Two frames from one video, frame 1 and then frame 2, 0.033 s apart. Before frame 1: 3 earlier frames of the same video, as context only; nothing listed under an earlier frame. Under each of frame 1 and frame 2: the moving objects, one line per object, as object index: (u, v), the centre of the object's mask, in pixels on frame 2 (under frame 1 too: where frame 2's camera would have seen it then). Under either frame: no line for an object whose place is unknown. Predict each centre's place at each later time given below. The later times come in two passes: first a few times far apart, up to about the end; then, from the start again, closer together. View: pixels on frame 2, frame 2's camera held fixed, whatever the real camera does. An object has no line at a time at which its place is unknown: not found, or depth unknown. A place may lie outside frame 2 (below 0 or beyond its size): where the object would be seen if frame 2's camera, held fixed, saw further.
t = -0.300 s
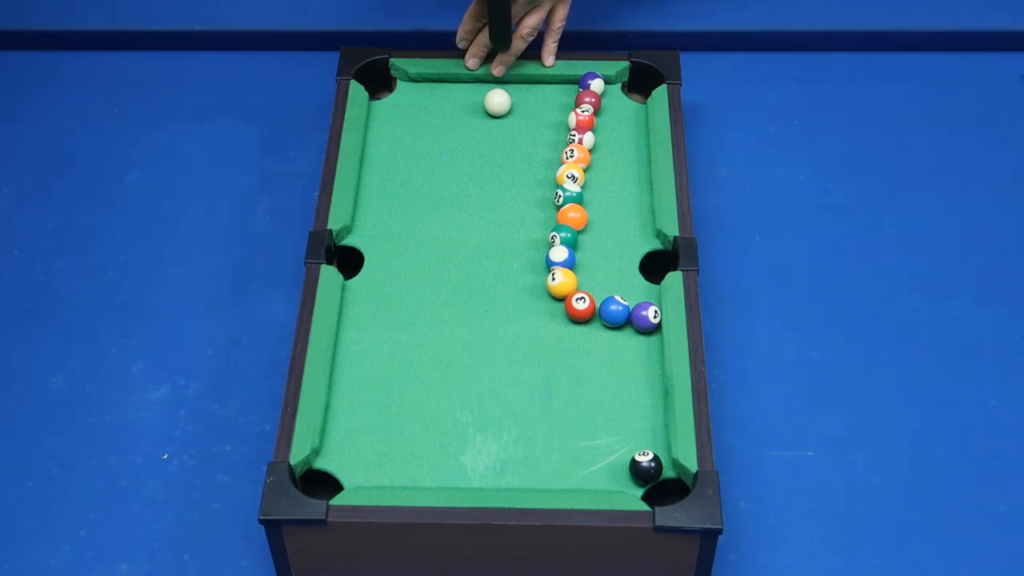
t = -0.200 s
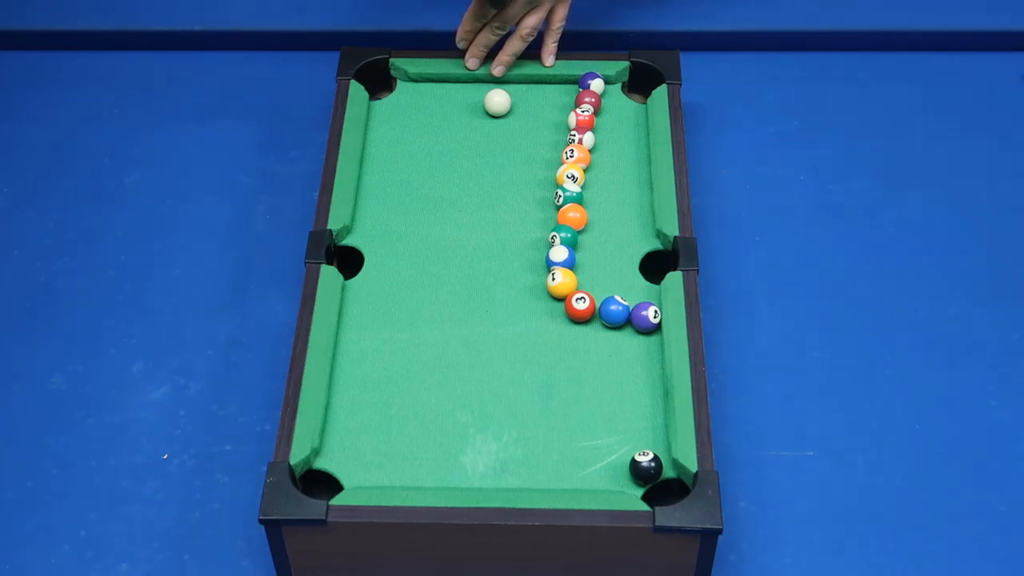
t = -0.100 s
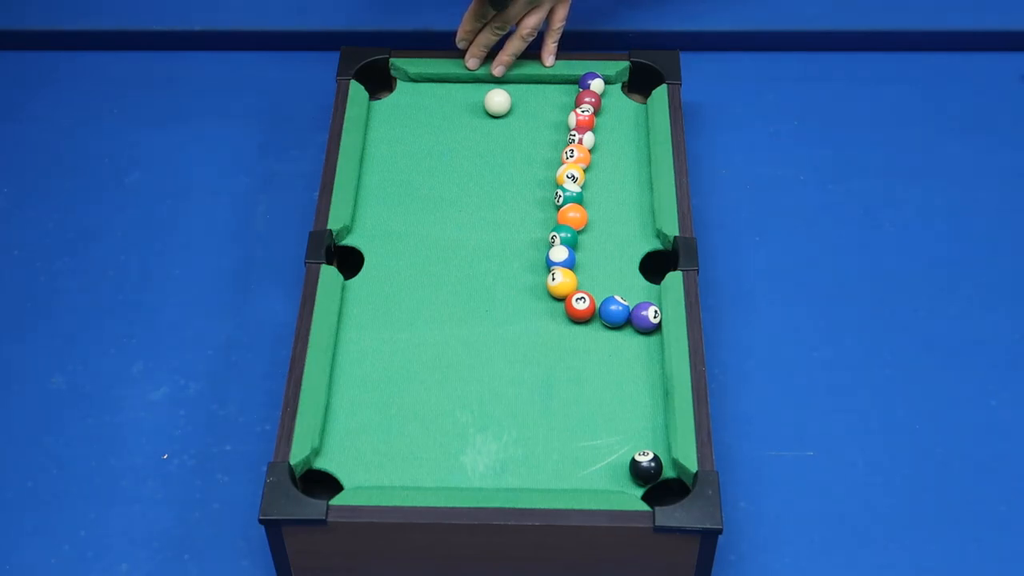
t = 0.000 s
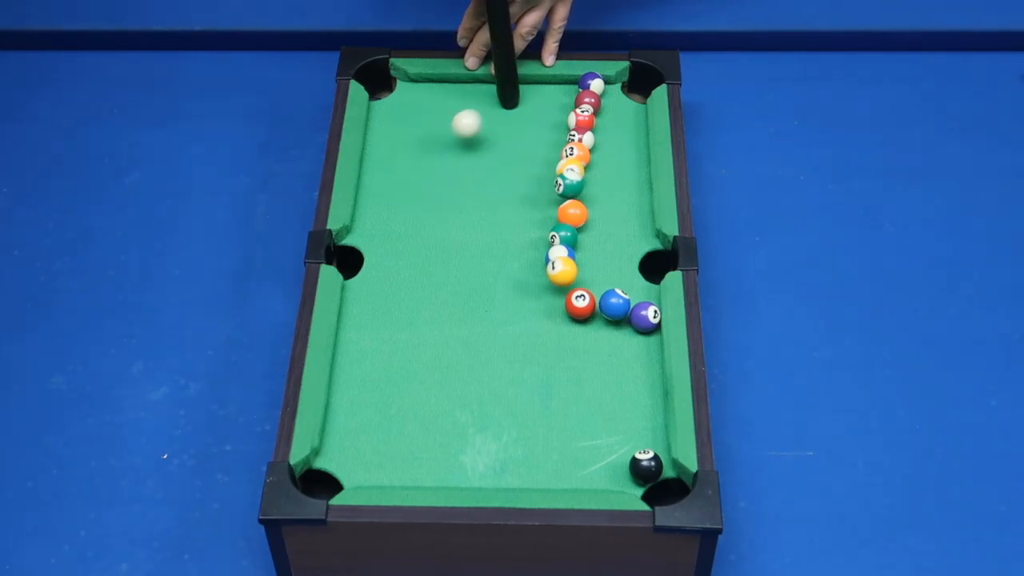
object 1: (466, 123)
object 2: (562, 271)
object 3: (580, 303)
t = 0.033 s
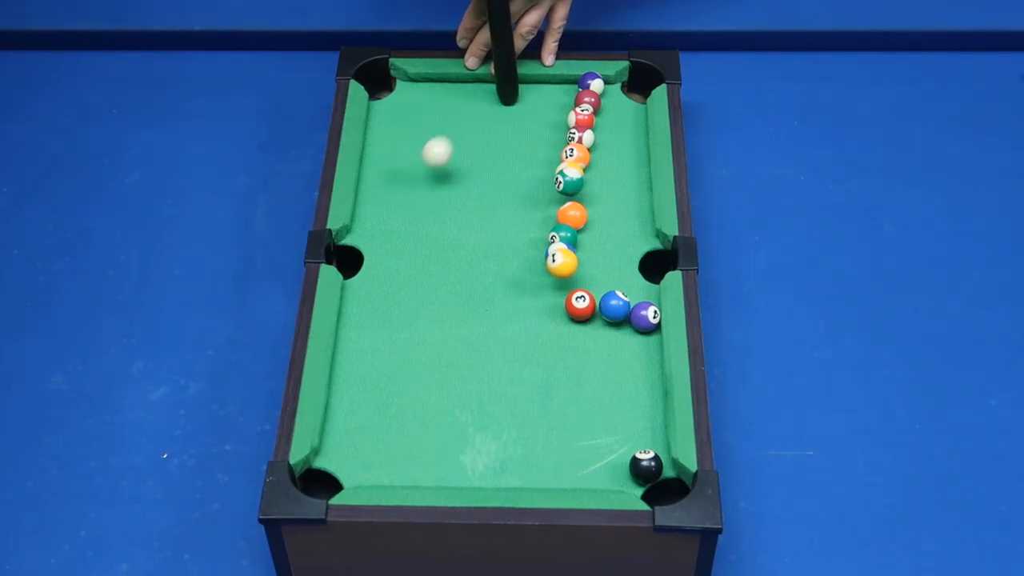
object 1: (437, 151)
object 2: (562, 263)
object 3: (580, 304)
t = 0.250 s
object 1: (397, 388)
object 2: (552, 295)
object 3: (579, 314)
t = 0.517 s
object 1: (583, 464)
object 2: (545, 306)
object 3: (580, 319)
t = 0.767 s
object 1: (644, 418)
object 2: (545, 314)
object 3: (580, 319)
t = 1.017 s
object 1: (630, 384)
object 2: (547, 315)
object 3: (580, 319)
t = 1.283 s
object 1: (634, 371)
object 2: (546, 315)
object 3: (580, 319)
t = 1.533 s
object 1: (647, 371)
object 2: (546, 315)
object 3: (580, 319)
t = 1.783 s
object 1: (647, 376)
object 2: (546, 315)
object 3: (580, 319)
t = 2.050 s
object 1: (647, 376)
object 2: (546, 315)
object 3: (580, 319)
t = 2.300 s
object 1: (647, 376)
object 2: (546, 315)
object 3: (580, 319)
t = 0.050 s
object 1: (423, 171)
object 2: (562, 263)
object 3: (581, 305)
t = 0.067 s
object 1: (406, 193)
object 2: (561, 265)
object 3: (580, 305)
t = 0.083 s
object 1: (392, 220)
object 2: (563, 269)
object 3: (581, 306)
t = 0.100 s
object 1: (375, 248)
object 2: (562, 277)
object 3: (580, 306)
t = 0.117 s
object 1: (361, 269)
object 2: (562, 286)
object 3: (581, 307)
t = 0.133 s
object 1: (357, 279)
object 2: (560, 286)
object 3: (580, 307)
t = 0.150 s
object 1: (362, 291)
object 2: (559, 289)
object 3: (580, 309)
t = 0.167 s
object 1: (367, 305)
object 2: (558, 290)
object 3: (580, 310)
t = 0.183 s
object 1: (373, 323)
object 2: (557, 290)
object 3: (580, 310)
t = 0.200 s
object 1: (378, 344)
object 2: (555, 292)
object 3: (579, 312)
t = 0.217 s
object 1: (384, 361)
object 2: (554, 293)
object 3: (579, 313)
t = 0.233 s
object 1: (391, 373)
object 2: (554, 294)
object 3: (580, 313)
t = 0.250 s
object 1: (397, 388)
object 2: (552, 295)
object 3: (579, 314)
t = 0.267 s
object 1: (405, 399)
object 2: (552, 296)
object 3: (579, 315)
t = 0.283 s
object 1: (413, 411)
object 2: (551, 297)
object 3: (579, 316)
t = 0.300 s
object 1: (422, 421)
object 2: (550, 298)
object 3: (579, 317)
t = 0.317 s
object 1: (432, 430)
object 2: (549, 299)
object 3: (579, 317)
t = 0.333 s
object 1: (442, 438)
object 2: (549, 299)
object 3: (580, 318)
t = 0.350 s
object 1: (452, 446)
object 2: (548, 301)
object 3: (579, 319)
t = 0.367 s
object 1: (463, 452)
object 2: (548, 301)
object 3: (580, 318)
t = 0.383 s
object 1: (475, 457)
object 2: (547, 302)
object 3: (580, 319)
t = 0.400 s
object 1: (487, 462)
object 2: (547, 303)
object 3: (579, 320)
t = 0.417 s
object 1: (500, 465)
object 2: (547, 303)
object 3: (580, 319)
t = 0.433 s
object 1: (512, 467)
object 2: (546, 304)
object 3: (580, 319)
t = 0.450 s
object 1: (526, 468)
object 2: (546, 305)
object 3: (580, 320)
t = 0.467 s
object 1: (540, 468)
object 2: (546, 305)
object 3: (580, 319)
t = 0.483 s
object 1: (553, 468)
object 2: (545, 306)
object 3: (580, 320)
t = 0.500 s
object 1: (568, 467)
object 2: (545, 306)
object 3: (580, 320)
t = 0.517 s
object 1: (583, 464)
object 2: (545, 306)
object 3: (580, 319)
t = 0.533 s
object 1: (597, 463)
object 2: (545, 307)
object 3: (580, 320)
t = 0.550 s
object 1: (611, 460)
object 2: (544, 308)
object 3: (580, 320)
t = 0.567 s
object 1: (614, 456)
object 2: (544, 308)
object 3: (580, 319)
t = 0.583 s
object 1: (616, 453)
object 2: (544, 309)
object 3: (580, 319)
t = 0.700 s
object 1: (647, 430)
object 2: (544, 312)
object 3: (580, 319)
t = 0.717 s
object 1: (651, 427)
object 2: (545, 312)
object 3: (580, 319)
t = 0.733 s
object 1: (649, 423)
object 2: (545, 313)
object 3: (580, 319)
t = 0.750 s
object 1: (646, 420)
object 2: (545, 314)
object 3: (580, 319)
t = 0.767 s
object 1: (644, 418)
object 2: (545, 314)
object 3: (580, 319)
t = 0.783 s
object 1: (642, 415)
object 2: (545, 315)
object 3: (580, 319)
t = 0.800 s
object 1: (641, 412)
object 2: (546, 315)
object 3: (580, 319)
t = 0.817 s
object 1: (639, 409)
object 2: (546, 315)
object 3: (580, 319)
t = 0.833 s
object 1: (638, 407)
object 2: (546, 316)
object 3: (580, 319)
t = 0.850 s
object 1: (637, 404)
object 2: (546, 316)
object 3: (580, 319)
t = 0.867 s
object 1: (636, 402)
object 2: (546, 316)
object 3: (580, 319)
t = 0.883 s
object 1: (635, 399)
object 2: (546, 316)
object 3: (580, 319)
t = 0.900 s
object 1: (634, 397)
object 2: (547, 316)
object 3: (580, 319)
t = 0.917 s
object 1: (633, 395)
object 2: (547, 316)
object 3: (580, 319)
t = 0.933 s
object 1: (632, 393)
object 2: (547, 316)
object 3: (580, 319)
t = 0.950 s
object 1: (632, 391)
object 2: (547, 316)
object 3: (580, 319)
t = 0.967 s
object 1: (631, 389)
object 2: (547, 316)
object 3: (580, 319)
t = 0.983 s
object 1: (631, 387)
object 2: (547, 316)
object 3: (580, 319)
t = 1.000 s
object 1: (630, 386)
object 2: (547, 316)
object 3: (580, 319)
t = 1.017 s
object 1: (630, 384)
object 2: (547, 315)
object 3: (580, 319)
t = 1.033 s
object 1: (630, 383)
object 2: (546, 315)
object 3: (580, 319)
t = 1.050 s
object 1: (630, 381)
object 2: (546, 315)
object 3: (580, 319)
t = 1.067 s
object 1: (629, 380)
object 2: (546, 315)
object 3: (580, 319)
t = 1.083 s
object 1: (629, 379)
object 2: (546, 315)
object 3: (580, 319)
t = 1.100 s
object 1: (629, 377)
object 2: (546, 315)
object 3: (580, 319)
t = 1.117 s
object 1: (629, 376)
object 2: (546, 315)
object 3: (580, 319)
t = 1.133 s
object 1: (630, 375)
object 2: (546, 315)
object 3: (580, 319)
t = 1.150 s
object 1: (630, 375)
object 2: (546, 315)
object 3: (580, 319)
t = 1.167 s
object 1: (630, 374)
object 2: (546, 315)
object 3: (580, 319)
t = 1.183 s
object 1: (631, 373)
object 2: (546, 315)
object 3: (580, 319)
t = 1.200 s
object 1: (631, 373)
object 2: (546, 315)
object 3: (580, 319)
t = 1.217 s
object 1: (632, 372)
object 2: (546, 315)
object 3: (580, 319)
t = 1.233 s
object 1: (632, 372)
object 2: (546, 315)
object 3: (580, 319)
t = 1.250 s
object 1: (633, 371)
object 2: (546, 315)
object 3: (580, 319)
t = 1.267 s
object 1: (634, 371)
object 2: (546, 315)
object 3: (580, 319)
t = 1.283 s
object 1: (634, 371)
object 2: (546, 315)
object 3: (580, 319)
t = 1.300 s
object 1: (635, 371)
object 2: (546, 315)
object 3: (580, 319)
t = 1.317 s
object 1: (636, 371)
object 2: (546, 315)
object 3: (580, 319)
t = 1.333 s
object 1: (637, 371)
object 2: (546, 315)
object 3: (580, 319)
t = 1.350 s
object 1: (637, 370)
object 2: (546, 315)
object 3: (580, 319)
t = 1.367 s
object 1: (638, 370)
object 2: (546, 315)
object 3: (580, 319)
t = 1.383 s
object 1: (639, 370)
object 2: (546, 315)
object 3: (580, 319)
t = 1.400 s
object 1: (640, 371)
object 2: (546, 315)
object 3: (580, 319)
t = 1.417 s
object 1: (641, 371)
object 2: (546, 315)
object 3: (580, 319)
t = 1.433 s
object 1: (642, 371)
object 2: (546, 315)
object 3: (580, 319)
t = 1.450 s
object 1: (643, 370)
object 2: (546, 315)
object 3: (580, 319)
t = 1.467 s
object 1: (644, 371)
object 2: (546, 315)
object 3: (580, 319)
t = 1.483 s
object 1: (646, 371)
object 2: (546, 315)
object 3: (580, 319)
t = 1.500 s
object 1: (647, 371)
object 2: (546, 315)
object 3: (580, 319)
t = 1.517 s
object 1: (648, 371)
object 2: (546, 315)
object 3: (580, 319)
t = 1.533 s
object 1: (647, 371)
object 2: (546, 315)
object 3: (580, 319)
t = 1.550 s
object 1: (647, 371)
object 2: (546, 315)
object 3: (580, 319)
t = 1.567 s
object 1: (646, 372)
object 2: (546, 315)
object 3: (580, 319)
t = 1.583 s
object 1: (646, 372)
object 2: (546, 315)
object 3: (580, 319)
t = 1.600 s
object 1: (646, 372)
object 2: (546, 315)
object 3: (580, 319)
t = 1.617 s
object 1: (646, 372)
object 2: (546, 315)
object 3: (580, 319)
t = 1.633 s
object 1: (646, 373)
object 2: (546, 315)
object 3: (580, 319)
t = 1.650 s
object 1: (647, 373)
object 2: (546, 315)
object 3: (580, 319)
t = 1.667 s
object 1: (647, 374)
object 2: (546, 315)
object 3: (580, 319)
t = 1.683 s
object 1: (647, 374)
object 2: (546, 315)
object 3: (580, 319)
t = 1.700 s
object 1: (647, 374)
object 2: (546, 315)
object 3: (580, 319)
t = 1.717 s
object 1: (647, 375)
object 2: (546, 315)
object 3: (580, 319)
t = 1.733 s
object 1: (647, 375)
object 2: (546, 315)
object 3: (580, 319)
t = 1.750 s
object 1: (647, 375)
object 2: (546, 315)
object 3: (580, 319)
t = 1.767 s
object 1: (647, 376)
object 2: (546, 315)
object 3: (580, 319)
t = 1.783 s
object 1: (647, 376)
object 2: (546, 315)
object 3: (580, 319)
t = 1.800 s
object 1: (647, 376)
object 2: (546, 315)
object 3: (580, 319)
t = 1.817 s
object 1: (647, 376)
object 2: (546, 315)
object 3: (580, 319)
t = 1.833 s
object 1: (647, 376)
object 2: (546, 315)
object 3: (580, 319)
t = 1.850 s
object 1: (647, 376)
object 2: (546, 315)
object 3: (580, 319)
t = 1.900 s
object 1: (647, 376)
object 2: (546, 315)
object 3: (580, 319)
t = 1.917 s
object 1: (647, 376)
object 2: (546, 315)
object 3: (580, 319)
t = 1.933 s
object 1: (647, 376)
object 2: (546, 315)
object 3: (580, 319)
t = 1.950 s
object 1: (647, 376)
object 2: (546, 315)
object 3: (580, 319)
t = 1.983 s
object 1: (647, 376)
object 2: (546, 315)
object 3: (580, 319)
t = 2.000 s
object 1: (647, 376)
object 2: (546, 315)
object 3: (580, 319)
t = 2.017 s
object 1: (647, 376)
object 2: (546, 315)
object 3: (580, 319)
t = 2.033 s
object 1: (648, 376)
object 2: (546, 315)
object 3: (580, 319)
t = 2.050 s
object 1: (647, 376)
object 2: (546, 315)
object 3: (580, 319)
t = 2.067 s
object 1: (647, 376)
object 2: (546, 315)
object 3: (580, 319)
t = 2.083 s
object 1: (647, 376)
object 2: (546, 315)
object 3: (580, 319)
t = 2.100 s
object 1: (647, 376)
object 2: (546, 315)
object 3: (580, 319)
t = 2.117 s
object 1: (647, 376)
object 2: (546, 315)
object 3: (580, 319)
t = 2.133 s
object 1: (647, 376)
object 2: (546, 315)
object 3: (580, 319)
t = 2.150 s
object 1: (647, 376)
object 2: (546, 315)
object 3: (580, 319)
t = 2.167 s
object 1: (647, 376)
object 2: (546, 315)
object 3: (580, 319)
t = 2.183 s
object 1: (648, 376)
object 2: (546, 315)
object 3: (580, 319)
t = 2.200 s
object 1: (647, 376)
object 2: (546, 315)
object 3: (580, 319)
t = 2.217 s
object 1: (647, 376)
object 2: (546, 315)
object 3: (580, 319)
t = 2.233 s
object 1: (647, 376)
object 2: (546, 315)
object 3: (580, 319)
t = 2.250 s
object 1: (647, 376)
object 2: (546, 315)
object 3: (580, 319)
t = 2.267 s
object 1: (647, 376)
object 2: (546, 315)
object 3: (580, 319)
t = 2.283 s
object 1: (647, 376)
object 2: (546, 315)
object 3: (580, 319)
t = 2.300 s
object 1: (647, 376)
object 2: (546, 315)
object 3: (580, 319)
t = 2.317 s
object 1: (647, 376)
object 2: (546, 315)
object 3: (580, 319)
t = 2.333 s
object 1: (647, 376)
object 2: (546, 315)
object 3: (580, 319)
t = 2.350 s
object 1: (647, 376)
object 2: (546, 315)
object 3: (580, 319)
